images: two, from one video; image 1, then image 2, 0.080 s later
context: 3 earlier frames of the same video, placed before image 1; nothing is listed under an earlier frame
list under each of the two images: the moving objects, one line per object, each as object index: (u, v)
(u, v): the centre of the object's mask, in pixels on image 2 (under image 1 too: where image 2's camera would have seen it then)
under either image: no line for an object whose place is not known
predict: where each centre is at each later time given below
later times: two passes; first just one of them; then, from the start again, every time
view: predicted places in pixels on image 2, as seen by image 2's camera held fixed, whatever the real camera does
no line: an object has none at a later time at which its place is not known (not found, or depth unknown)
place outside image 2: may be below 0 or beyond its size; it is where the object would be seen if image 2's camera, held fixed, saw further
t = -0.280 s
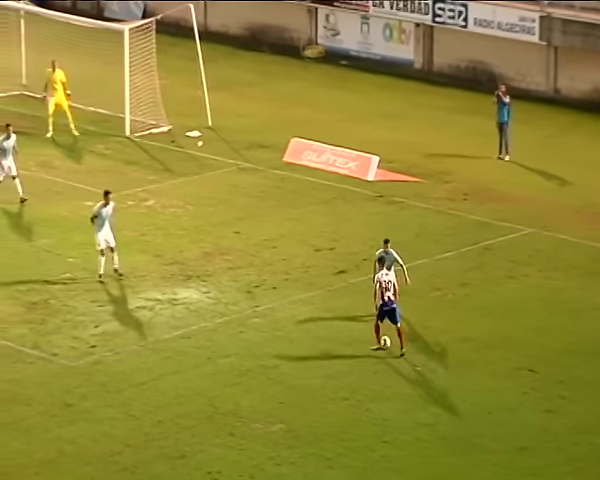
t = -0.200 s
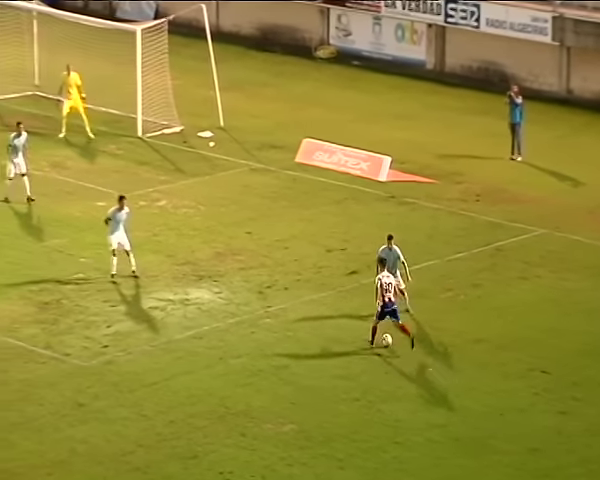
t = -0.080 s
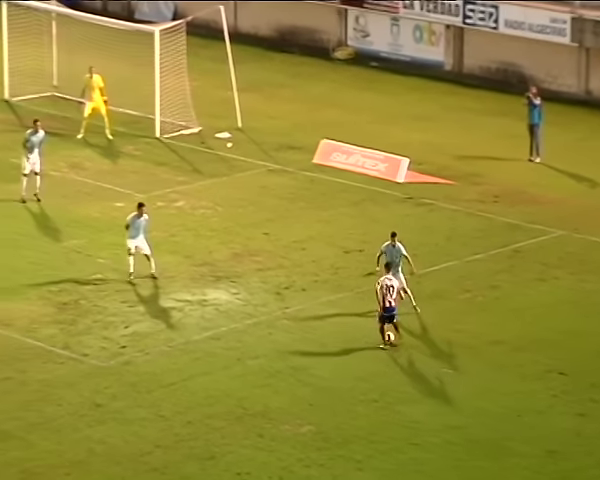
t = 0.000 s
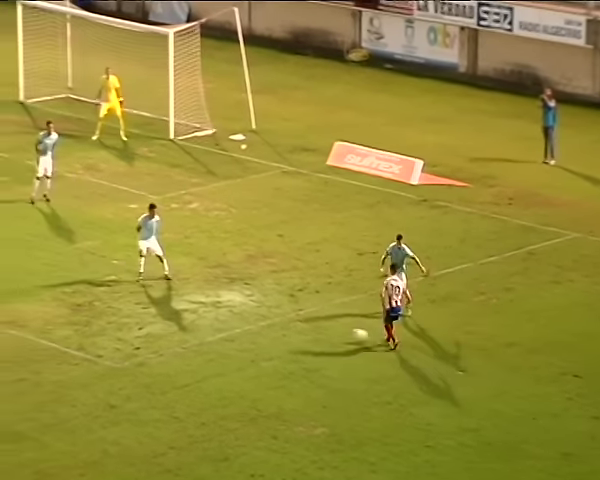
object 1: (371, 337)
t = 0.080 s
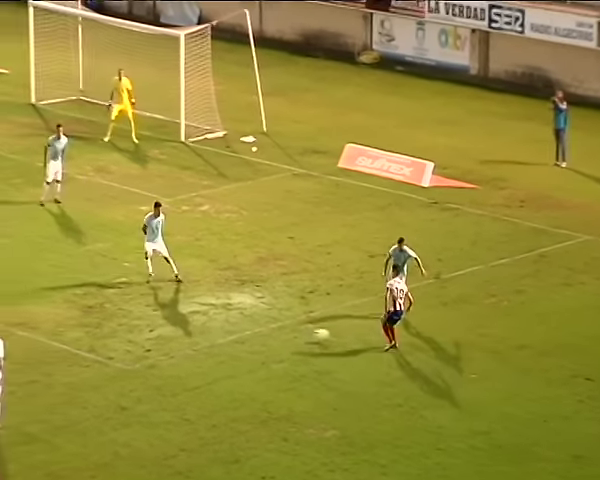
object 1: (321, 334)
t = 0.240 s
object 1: (228, 330)
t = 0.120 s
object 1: (297, 335)
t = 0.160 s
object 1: (274, 333)
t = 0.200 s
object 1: (251, 330)
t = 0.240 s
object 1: (228, 330)
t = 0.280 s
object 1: (205, 332)
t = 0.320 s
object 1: (184, 330)
